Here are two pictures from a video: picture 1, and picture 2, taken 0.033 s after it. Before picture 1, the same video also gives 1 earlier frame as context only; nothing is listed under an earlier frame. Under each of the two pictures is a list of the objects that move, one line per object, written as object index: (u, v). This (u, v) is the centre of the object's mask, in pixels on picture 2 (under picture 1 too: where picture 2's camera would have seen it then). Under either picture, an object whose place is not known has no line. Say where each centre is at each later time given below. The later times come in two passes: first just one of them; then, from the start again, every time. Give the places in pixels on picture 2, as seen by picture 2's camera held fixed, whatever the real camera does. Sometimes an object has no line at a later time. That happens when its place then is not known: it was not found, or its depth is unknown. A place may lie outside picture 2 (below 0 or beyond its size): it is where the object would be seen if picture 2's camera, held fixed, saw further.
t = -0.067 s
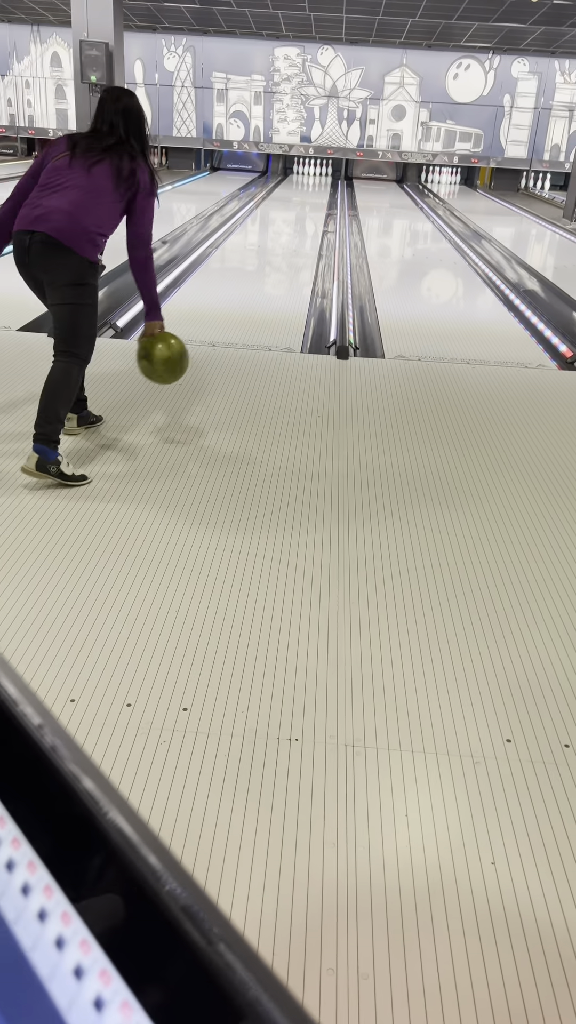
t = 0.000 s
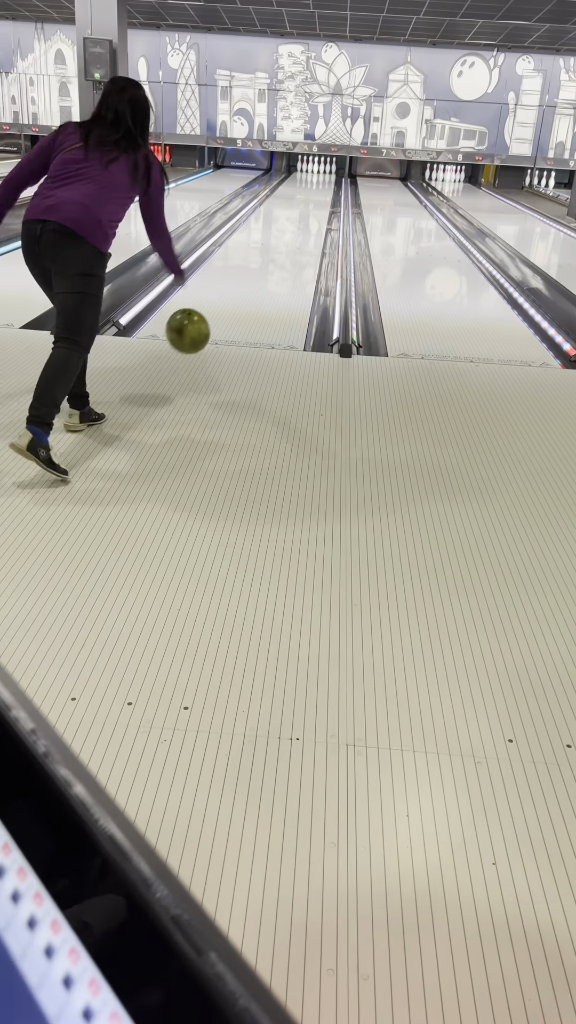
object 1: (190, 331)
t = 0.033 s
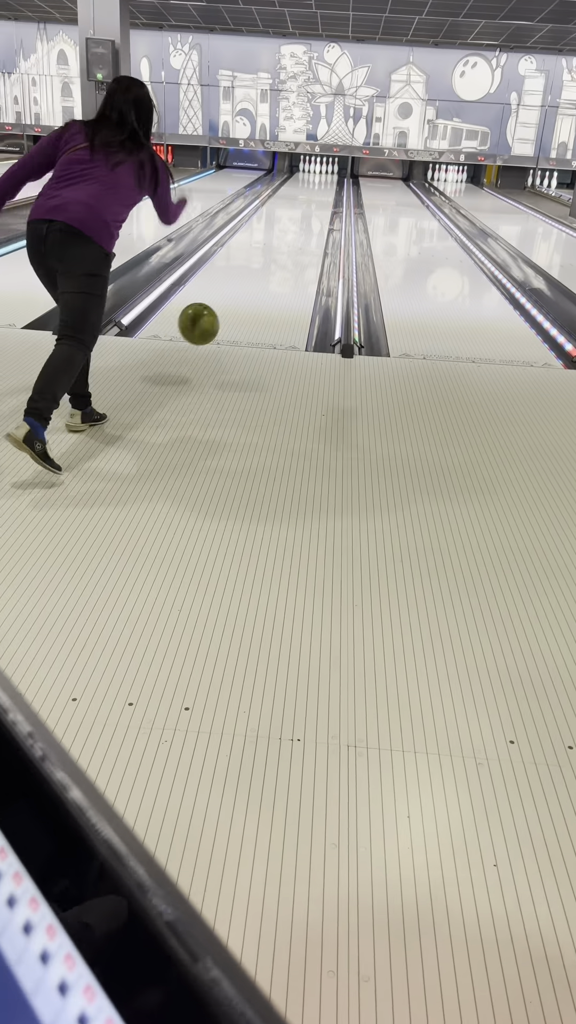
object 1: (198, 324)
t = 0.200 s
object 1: (230, 286)
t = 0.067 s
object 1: (206, 322)
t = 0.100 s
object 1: (213, 324)
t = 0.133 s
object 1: (219, 316)
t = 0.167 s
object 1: (225, 298)
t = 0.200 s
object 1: (230, 286)
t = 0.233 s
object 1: (235, 279)
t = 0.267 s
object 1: (239, 276)
